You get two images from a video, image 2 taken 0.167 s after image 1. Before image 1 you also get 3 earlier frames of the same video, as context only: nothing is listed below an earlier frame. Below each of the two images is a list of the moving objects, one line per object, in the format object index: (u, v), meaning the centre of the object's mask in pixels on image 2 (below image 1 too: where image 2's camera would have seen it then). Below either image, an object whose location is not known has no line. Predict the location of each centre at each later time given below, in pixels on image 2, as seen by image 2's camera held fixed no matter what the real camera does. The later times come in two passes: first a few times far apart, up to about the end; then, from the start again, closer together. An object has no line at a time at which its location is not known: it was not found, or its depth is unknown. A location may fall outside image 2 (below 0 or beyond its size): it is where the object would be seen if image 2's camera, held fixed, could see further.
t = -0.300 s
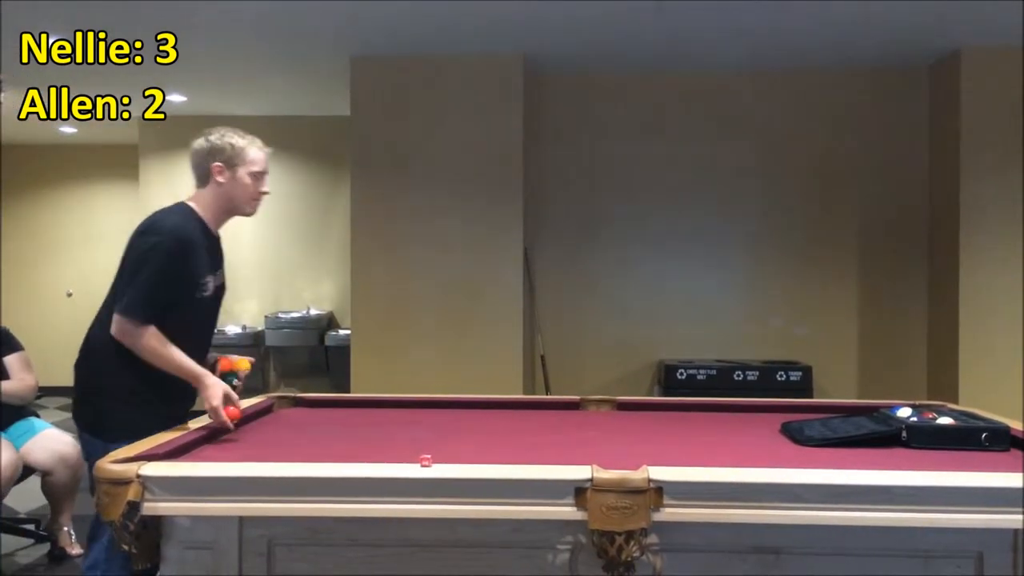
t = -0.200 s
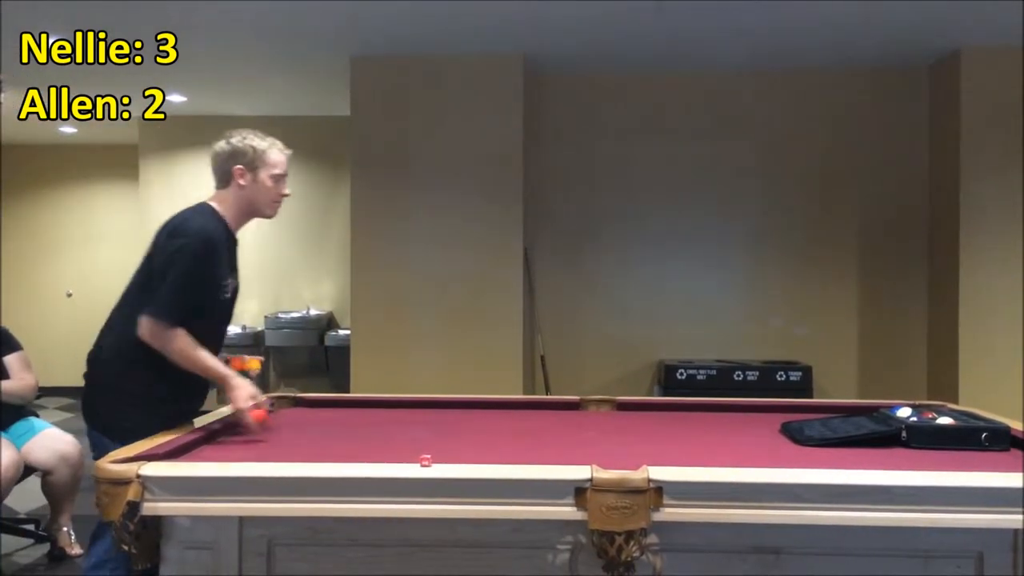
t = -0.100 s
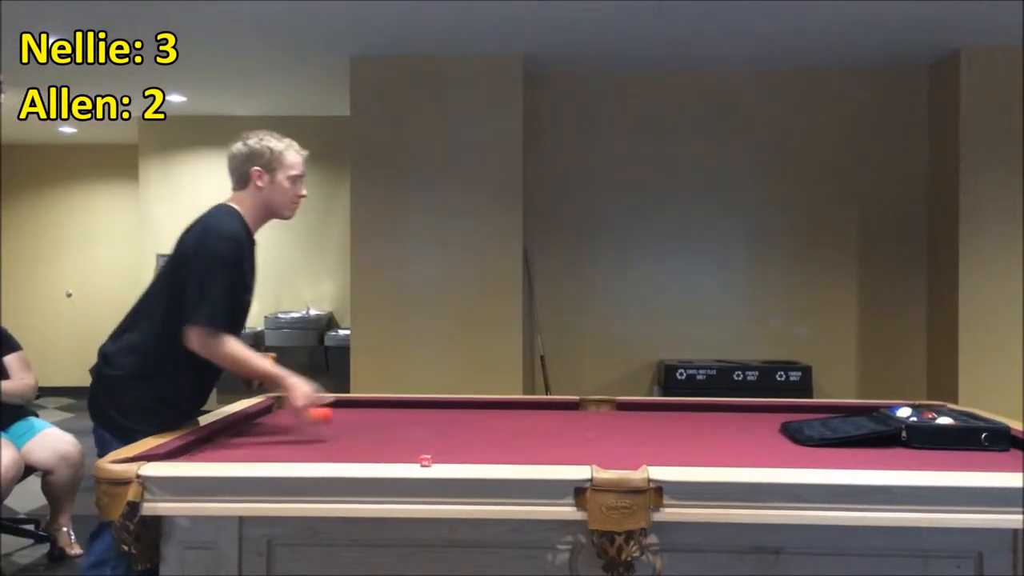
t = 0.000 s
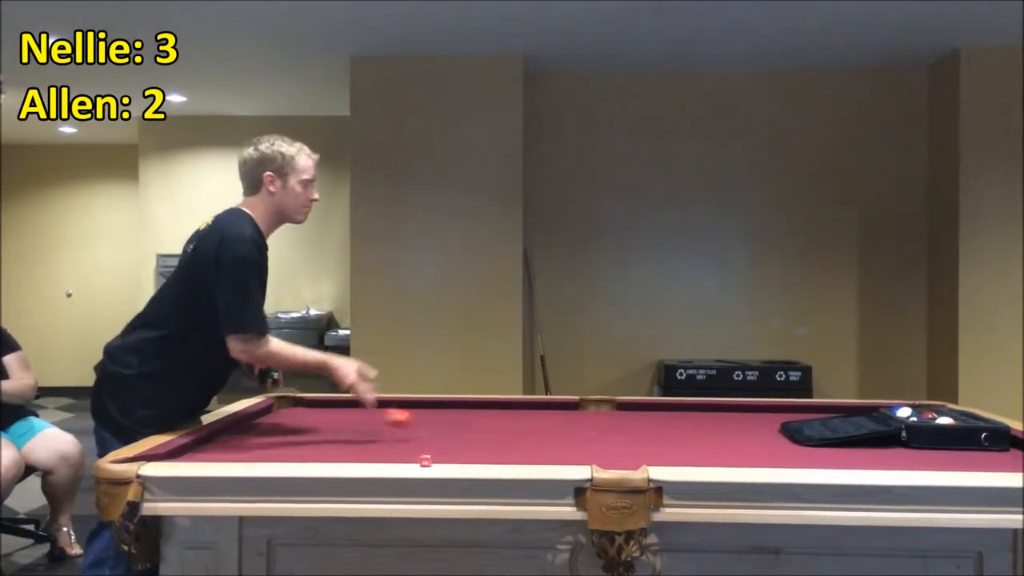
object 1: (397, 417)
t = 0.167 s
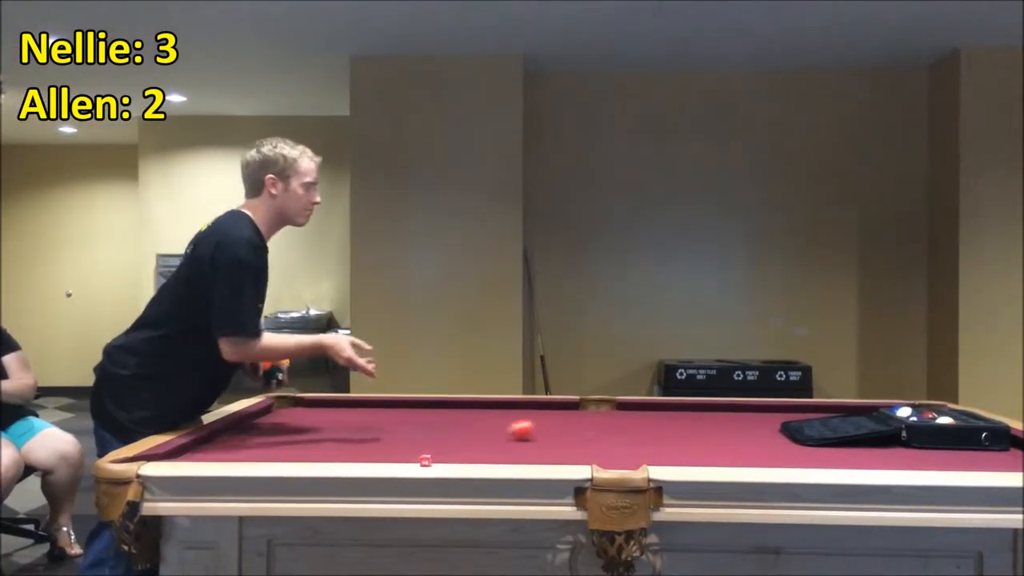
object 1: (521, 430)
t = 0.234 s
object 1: (565, 430)
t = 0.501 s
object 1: (731, 430)
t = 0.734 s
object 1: (828, 400)
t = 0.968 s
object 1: (887, 404)
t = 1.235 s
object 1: (890, 403)
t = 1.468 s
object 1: (875, 410)
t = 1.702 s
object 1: (824, 417)
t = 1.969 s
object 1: (760, 423)
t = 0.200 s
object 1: (544, 430)
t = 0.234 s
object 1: (565, 430)
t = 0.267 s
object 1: (585, 430)
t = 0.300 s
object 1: (607, 431)
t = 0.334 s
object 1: (627, 430)
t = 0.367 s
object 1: (648, 430)
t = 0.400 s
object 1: (669, 430)
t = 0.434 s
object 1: (690, 429)
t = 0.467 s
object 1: (710, 430)
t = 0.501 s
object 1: (731, 430)
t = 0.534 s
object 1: (751, 429)
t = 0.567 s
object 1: (771, 430)
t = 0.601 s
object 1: (789, 426)
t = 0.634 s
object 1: (800, 413)
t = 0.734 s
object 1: (828, 400)
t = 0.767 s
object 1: (838, 402)
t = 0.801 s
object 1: (848, 408)
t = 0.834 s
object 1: (858, 417)
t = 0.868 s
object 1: (867, 415)
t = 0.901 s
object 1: (875, 411)
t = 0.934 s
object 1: (881, 408)
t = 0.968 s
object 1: (887, 404)
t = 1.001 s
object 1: (890, 403)
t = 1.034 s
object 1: (892, 402)
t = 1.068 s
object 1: (894, 402)
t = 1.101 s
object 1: (893, 402)
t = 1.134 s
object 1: (894, 402)
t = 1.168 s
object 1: (892, 402)
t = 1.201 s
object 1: (891, 403)
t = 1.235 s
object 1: (890, 403)
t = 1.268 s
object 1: (889, 403)
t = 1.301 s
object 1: (889, 404)
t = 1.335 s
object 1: (887, 404)
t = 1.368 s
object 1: (885, 405)
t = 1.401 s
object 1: (883, 405)
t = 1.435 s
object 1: (879, 407)
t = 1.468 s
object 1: (875, 410)
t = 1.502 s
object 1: (868, 412)
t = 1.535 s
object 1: (861, 413)
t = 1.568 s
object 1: (854, 414)
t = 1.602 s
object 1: (847, 415)
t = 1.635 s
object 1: (840, 416)
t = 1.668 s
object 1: (833, 417)
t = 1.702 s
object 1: (824, 417)
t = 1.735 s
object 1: (816, 418)
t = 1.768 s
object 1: (809, 418)
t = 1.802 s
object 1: (800, 418)
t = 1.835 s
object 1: (792, 418)
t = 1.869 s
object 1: (784, 418)
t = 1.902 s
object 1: (776, 421)
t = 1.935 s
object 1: (767, 423)
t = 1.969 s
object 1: (760, 423)
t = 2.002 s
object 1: (752, 423)
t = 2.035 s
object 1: (745, 423)
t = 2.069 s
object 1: (737, 422)
